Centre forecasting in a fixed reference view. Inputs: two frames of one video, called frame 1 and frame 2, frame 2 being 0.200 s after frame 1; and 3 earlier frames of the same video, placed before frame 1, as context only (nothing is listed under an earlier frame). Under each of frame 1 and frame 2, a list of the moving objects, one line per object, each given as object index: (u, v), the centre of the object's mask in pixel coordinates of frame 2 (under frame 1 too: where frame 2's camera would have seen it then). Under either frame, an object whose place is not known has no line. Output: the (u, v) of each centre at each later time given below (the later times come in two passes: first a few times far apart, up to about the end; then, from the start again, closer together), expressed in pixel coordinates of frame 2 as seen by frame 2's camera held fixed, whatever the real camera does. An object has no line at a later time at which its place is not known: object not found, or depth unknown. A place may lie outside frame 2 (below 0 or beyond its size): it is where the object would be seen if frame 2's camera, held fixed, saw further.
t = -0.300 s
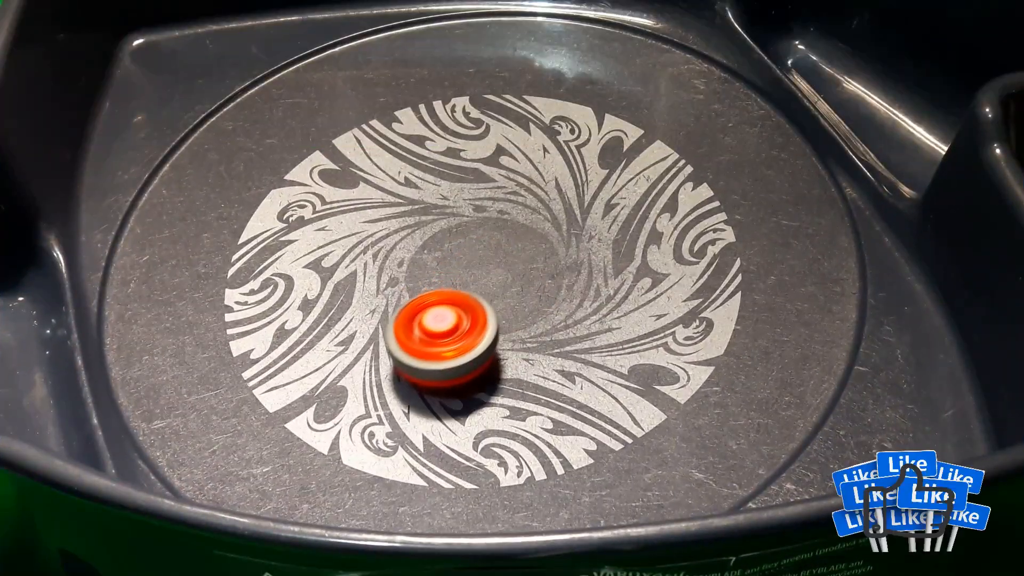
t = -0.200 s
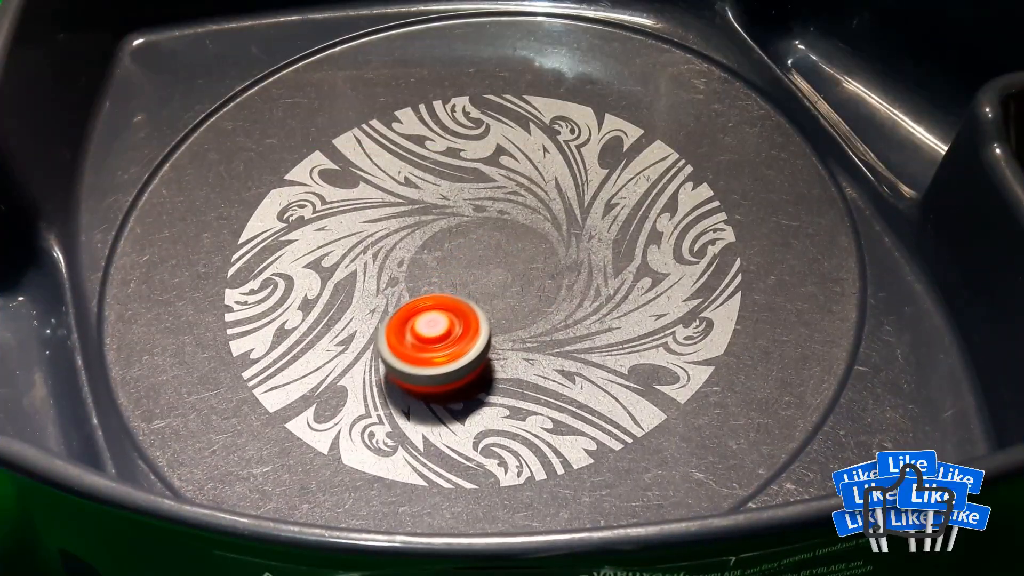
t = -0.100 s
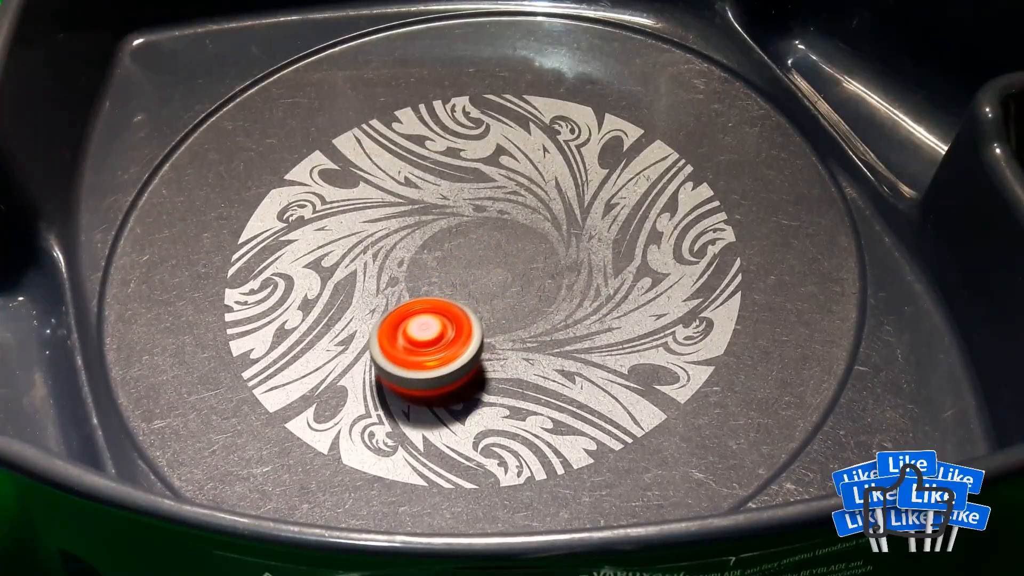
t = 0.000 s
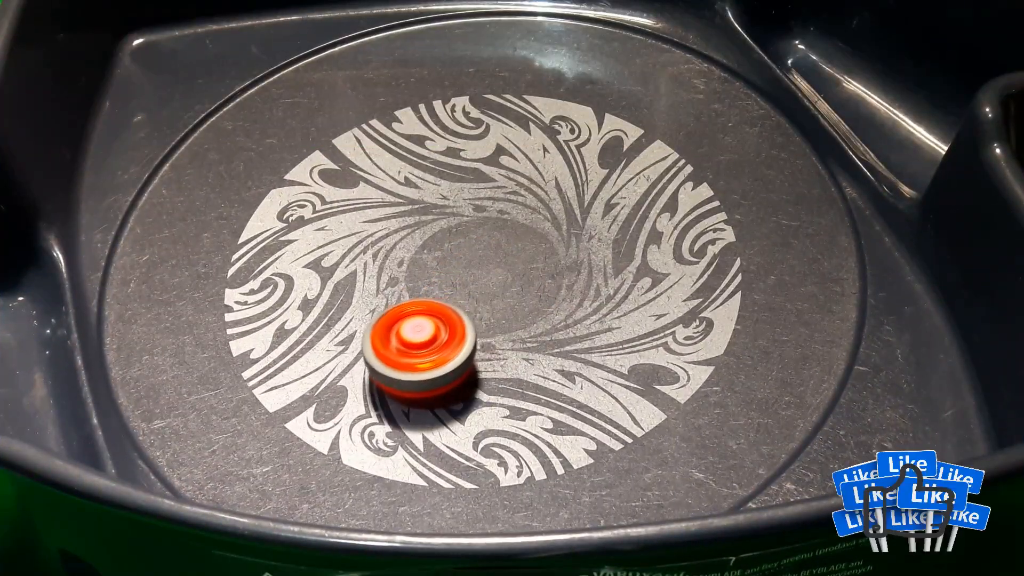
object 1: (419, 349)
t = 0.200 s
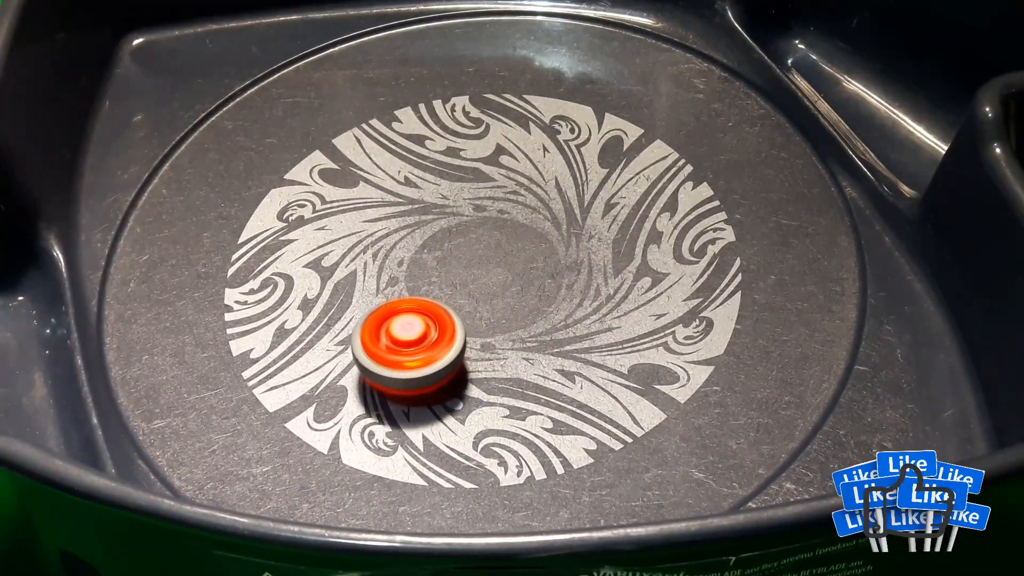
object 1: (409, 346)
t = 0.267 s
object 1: (407, 344)
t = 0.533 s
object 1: (398, 328)
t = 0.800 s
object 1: (400, 304)
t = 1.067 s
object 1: (410, 277)
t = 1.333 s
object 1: (423, 250)
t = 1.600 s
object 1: (444, 227)
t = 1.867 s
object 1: (471, 211)
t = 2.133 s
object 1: (499, 203)
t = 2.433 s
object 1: (530, 205)
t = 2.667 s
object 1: (551, 213)
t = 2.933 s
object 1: (567, 227)
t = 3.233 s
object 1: (572, 247)
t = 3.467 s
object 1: (565, 263)
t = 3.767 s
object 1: (544, 281)
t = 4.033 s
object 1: (517, 292)
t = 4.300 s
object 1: (488, 296)
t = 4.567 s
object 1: (458, 292)
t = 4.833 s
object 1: (435, 280)
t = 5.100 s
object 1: (422, 264)
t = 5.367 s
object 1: (418, 246)
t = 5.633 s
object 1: (424, 230)
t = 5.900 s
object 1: (438, 218)
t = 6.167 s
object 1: (457, 213)
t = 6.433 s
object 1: (480, 215)
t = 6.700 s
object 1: (500, 224)
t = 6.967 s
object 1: (515, 241)
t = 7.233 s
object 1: (522, 261)
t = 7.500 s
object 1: (521, 281)
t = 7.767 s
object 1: (510, 297)
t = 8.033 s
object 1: (492, 307)
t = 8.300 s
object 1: (472, 308)
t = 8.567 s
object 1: (454, 300)
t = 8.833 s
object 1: (443, 285)
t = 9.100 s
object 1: (441, 267)
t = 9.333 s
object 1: (446, 251)
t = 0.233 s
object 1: (408, 345)
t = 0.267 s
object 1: (407, 344)
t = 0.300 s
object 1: (405, 342)
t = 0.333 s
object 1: (404, 341)
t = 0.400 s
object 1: (400, 337)
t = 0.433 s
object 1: (400, 335)
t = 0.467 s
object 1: (399, 332)
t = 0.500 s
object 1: (399, 330)
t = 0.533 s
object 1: (398, 328)
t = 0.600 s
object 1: (398, 322)
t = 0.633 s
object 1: (398, 319)
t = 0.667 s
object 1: (399, 317)
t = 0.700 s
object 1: (399, 314)
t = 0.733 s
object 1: (400, 311)
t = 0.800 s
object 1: (400, 304)
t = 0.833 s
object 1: (401, 301)
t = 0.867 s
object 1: (402, 298)
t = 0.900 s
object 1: (403, 294)
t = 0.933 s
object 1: (404, 291)
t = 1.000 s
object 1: (407, 284)
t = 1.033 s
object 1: (408, 280)
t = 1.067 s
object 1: (410, 277)
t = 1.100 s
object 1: (411, 273)
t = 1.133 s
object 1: (413, 270)
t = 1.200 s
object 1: (416, 263)
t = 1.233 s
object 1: (418, 260)
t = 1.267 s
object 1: (420, 257)
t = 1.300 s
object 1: (421, 253)
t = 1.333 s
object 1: (423, 250)
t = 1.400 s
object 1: (428, 244)
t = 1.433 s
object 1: (430, 241)
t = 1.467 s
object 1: (433, 238)
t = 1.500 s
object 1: (435, 235)
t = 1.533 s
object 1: (438, 233)
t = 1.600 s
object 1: (444, 227)
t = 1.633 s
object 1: (447, 225)
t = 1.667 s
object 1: (450, 223)
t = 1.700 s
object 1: (454, 220)
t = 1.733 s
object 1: (457, 218)
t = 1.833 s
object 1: (468, 213)
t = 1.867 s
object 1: (471, 211)
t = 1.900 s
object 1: (474, 209)
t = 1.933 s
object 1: (478, 208)
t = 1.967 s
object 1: (481, 207)
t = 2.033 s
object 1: (488, 205)
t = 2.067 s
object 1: (492, 204)
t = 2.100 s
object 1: (496, 204)
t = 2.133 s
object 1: (499, 203)
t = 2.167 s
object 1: (503, 203)
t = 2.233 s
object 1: (510, 202)
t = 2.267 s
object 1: (513, 202)
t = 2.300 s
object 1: (517, 203)
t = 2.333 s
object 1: (520, 203)
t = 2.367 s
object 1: (524, 203)
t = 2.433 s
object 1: (530, 205)
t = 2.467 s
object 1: (534, 205)
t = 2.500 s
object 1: (537, 207)
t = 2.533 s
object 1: (539, 208)
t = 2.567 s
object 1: (542, 209)
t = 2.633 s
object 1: (548, 211)
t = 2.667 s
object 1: (551, 213)
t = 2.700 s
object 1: (553, 215)
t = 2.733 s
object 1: (555, 216)
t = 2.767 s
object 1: (558, 218)
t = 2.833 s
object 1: (562, 221)
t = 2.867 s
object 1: (564, 223)
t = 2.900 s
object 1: (566, 225)
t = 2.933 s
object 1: (567, 227)
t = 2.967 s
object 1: (569, 229)
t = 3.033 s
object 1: (571, 233)
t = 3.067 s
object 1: (572, 236)
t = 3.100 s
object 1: (572, 238)
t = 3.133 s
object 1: (573, 240)
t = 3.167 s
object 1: (573, 242)
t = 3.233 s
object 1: (572, 247)
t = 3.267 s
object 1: (572, 249)
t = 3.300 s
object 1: (571, 252)
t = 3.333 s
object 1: (570, 254)
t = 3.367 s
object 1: (569, 256)
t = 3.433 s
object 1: (567, 261)
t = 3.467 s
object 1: (565, 263)
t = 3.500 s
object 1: (563, 265)
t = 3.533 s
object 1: (561, 267)
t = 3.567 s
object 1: (559, 270)
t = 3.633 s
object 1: (555, 274)
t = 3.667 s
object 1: (553, 276)
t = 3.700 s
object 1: (550, 278)
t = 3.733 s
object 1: (547, 279)
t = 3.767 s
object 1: (544, 281)
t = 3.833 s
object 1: (538, 284)
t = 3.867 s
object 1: (535, 286)
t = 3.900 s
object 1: (532, 288)
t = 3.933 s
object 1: (528, 289)
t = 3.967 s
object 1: (525, 290)
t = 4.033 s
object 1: (517, 292)
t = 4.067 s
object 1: (514, 293)
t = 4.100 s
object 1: (510, 294)
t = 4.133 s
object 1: (507, 294)
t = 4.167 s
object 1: (503, 295)
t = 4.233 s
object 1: (495, 296)
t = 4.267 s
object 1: (491, 296)
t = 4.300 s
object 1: (488, 296)
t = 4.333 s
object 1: (483, 296)
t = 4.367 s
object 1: (480, 295)
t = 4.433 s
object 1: (472, 295)
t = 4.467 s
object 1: (469, 294)
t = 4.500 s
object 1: (465, 294)
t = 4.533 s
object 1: (462, 293)
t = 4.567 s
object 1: (458, 292)
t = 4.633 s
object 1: (452, 289)
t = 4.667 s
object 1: (449, 288)
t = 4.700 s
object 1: (446, 287)
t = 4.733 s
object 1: (443, 285)
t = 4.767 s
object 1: (441, 284)
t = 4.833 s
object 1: (435, 280)
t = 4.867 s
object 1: (433, 278)
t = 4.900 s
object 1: (431, 276)
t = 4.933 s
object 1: (429, 274)
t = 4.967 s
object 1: (427, 273)
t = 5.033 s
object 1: (424, 268)
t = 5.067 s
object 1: (423, 267)
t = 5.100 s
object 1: (422, 264)
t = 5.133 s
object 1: (420, 262)
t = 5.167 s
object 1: (419, 259)
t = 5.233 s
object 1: (418, 255)
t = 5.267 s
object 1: (418, 253)
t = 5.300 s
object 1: (418, 250)
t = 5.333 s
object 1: (418, 248)
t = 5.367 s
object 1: (418, 246)
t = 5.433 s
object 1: (418, 242)
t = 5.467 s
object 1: (419, 239)
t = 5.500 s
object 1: (419, 237)
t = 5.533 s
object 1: (420, 235)
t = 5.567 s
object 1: (421, 233)
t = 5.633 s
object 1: (424, 230)
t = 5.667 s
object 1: (425, 228)
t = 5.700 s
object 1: (427, 227)
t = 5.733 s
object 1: (428, 225)
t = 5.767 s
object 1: (430, 224)
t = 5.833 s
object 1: (434, 221)
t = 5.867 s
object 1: (436, 219)
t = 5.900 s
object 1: (438, 218)
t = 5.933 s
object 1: (440, 217)
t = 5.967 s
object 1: (443, 216)
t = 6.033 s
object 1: (447, 214)
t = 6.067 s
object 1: (450, 214)
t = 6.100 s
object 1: (452, 213)
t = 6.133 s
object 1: (455, 213)
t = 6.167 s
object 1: (457, 213)
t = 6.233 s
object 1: (463, 213)
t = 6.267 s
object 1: (466, 213)
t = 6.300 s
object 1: (468, 213)
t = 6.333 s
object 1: (471, 213)
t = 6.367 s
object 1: (474, 214)
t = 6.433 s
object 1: (480, 215)
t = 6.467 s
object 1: (482, 216)
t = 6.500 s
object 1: (485, 217)
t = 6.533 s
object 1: (488, 217)
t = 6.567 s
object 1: (490, 219)
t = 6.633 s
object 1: (495, 221)
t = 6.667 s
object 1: (498, 223)
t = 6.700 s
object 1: (500, 224)
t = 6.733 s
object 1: (502, 226)
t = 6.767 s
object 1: (504, 228)
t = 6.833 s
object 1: (508, 232)
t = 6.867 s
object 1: (510, 234)
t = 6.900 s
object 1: (512, 236)
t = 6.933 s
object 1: (514, 238)
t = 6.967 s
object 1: (515, 241)
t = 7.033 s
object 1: (518, 245)
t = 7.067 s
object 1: (519, 248)
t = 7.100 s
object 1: (520, 251)
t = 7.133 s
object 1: (521, 253)
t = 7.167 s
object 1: (521, 256)
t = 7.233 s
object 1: (522, 261)
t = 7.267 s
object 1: (522, 264)
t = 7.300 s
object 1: (523, 266)
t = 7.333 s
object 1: (523, 269)
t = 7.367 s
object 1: (522, 272)
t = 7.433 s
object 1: (522, 277)
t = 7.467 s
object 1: (521, 279)
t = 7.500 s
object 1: (521, 281)
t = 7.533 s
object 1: (520, 284)
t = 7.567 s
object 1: (518, 286)
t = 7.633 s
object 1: (516, 290)
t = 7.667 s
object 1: (515, 292)
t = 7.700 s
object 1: (513, 294)
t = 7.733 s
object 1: (512, 296)
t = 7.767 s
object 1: (510, 297)
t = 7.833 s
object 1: (506, 301)
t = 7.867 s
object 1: (504, 302)
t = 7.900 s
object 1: (501, 303)
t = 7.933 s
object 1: (499, 304)
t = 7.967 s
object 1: (497, 305)
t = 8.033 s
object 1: (492, 307)
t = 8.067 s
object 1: (489, 307)
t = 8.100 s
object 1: (487, 308)
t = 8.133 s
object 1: (484, 308)
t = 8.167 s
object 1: (481, 308)
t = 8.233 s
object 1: (476, 308)
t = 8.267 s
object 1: (474, 308)
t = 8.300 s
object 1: (472, 308)
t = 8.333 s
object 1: (469, 307)
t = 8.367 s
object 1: (467, 307)
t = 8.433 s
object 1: (462, 305)
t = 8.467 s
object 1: (460, 304)
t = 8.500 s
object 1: (458, 303)
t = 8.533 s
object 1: (456, 302)
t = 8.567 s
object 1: (454, 300)
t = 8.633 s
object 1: (451, 297)
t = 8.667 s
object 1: (449, 296)
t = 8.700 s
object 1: (447, 294)
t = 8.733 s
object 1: (446, 292)
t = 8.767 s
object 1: (445, 289)
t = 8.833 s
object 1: (443, 285)
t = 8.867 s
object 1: (443, 283)
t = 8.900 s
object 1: (442, 281)
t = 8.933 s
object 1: (441, 278)
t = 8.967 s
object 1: (441, 276)
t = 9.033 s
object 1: (440, 271)
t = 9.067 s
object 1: (441, 269)
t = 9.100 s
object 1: (441, 267)
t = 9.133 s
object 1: (441, 264)
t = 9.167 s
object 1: (441, 262)
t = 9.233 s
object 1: (443, 258)
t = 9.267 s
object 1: (443, 255)
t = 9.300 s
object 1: (444, 253)
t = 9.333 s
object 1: (446, 251)
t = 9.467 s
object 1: (451, 243)
